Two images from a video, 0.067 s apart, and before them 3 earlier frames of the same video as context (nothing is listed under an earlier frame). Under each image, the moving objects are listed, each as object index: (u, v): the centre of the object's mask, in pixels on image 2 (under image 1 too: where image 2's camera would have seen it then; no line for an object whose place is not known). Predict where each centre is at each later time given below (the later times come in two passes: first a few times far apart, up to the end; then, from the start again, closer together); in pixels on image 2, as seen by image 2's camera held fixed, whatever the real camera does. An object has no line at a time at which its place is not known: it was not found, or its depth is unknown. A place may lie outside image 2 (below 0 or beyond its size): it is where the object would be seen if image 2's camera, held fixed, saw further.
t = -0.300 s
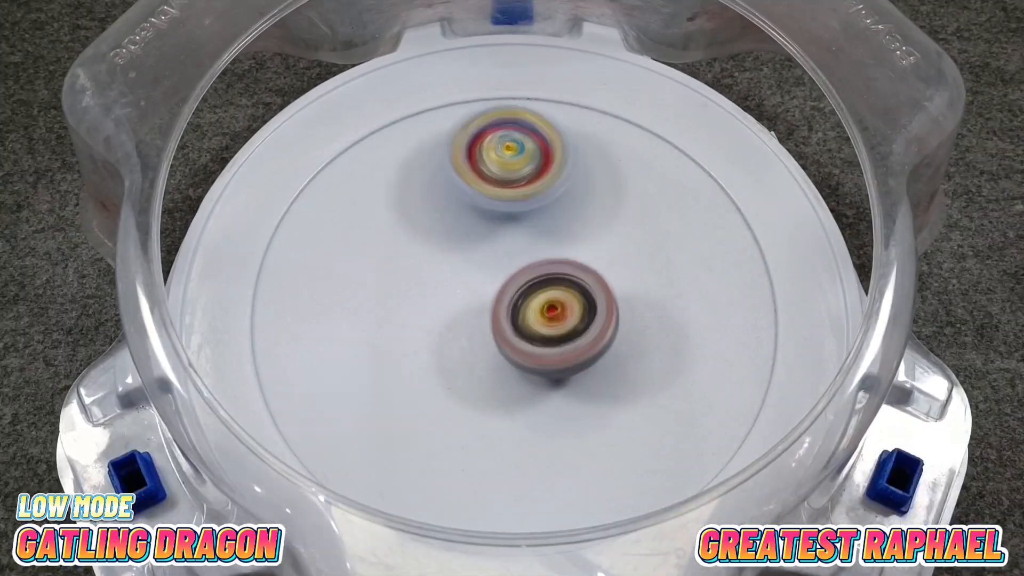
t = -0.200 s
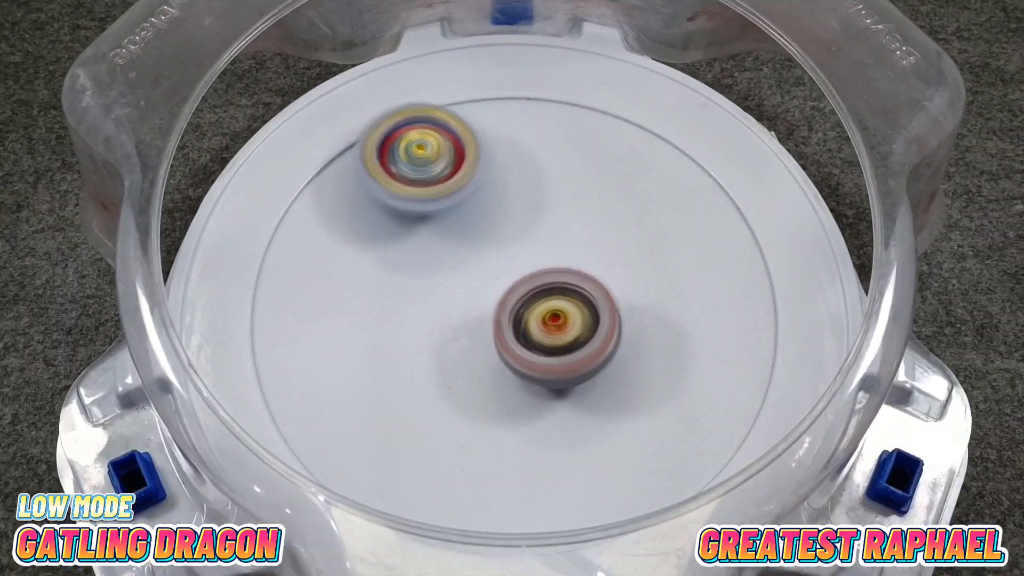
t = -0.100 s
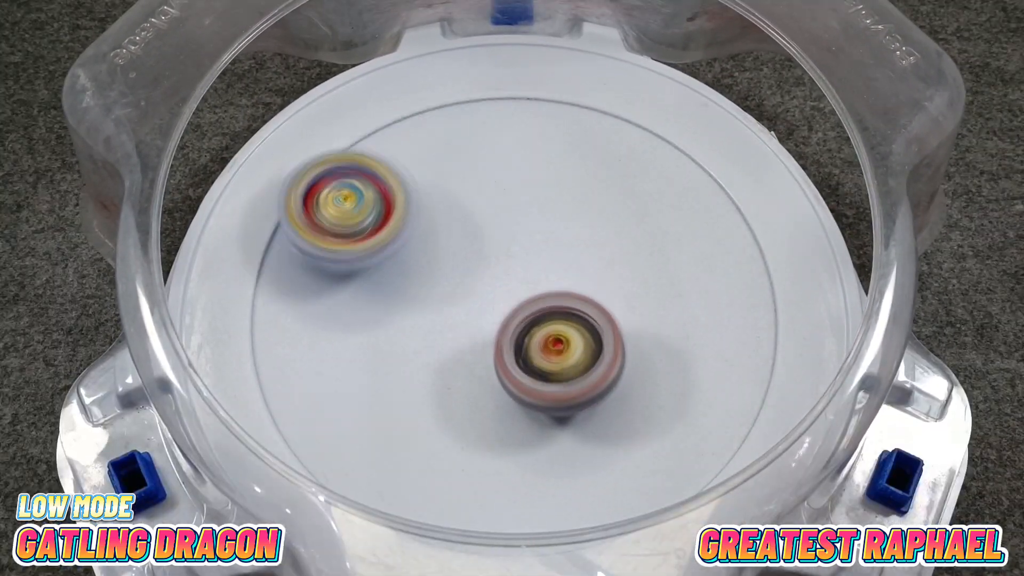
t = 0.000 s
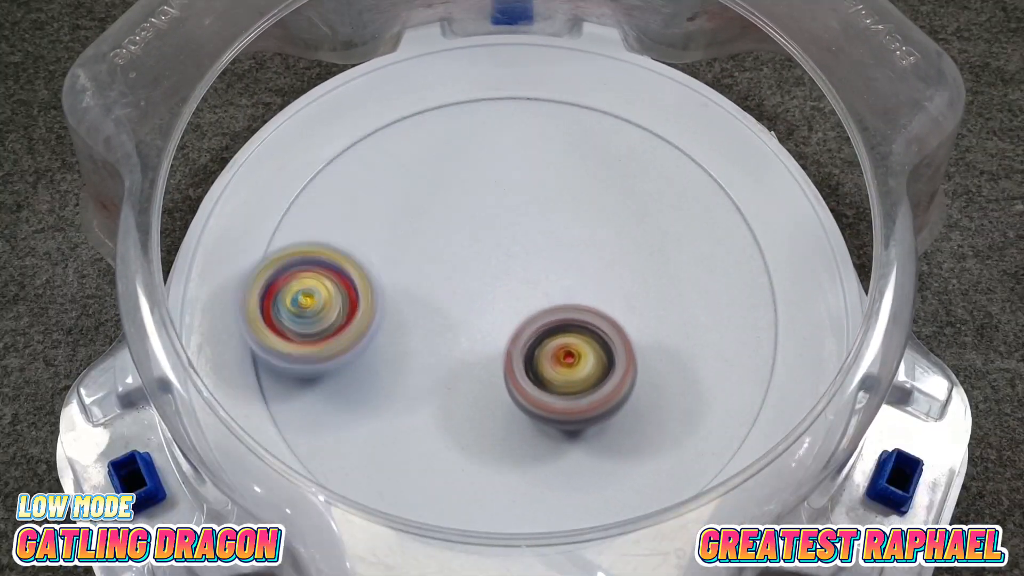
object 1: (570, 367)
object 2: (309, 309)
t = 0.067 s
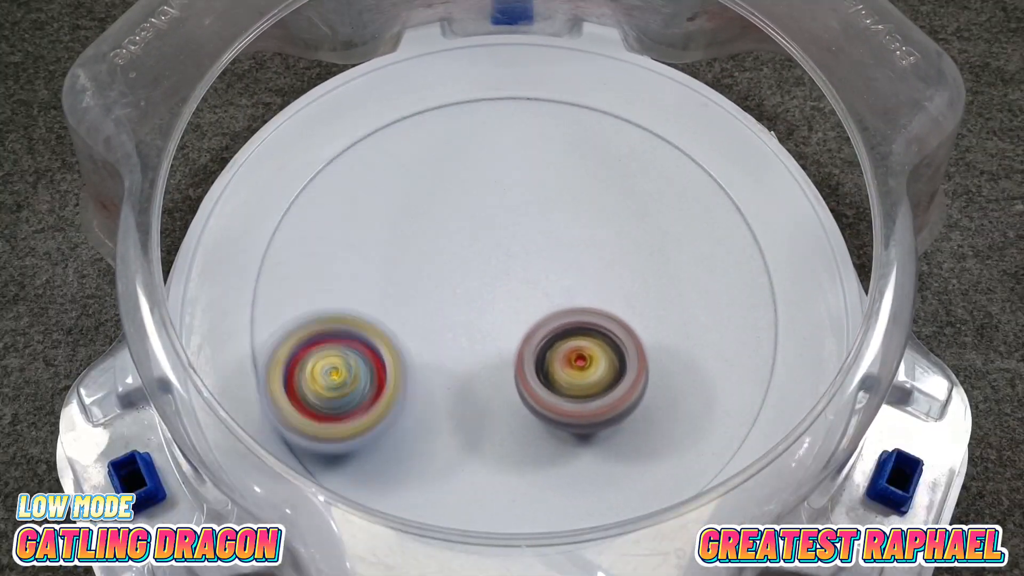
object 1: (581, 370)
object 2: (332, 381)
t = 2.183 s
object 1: (593, 144)
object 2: (370, 432)
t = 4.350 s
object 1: (330, 313)
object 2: (486, 465)
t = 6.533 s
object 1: (568, 417)
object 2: (669, 301)
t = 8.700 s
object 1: (514, 271)
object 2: (648, 230)
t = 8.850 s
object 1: (484, 283)
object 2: (568, 194)
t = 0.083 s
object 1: (583, 369)
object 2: (348, 399)
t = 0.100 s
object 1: (584, 367)
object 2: (363, 415)
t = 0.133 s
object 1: (585, 360)
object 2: (404, 436)
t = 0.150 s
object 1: (586, 356)
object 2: (426, 444)
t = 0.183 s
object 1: (587, 347)
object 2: (478, 452)
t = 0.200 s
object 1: (586, 343)
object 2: (503, 453)
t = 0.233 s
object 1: (594, 323)
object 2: (542, 458)
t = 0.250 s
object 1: (600, 306)
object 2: (558, 461)
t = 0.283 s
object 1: (607, 277)
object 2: (590, 457)
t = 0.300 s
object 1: (607, 263)
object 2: (608, 450)
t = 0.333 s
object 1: (604, 240)
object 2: (644, 437)
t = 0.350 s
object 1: (601, 228)
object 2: (658, 428)
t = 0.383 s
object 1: (592, 212)
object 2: (687, 397)
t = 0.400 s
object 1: (585, 206)
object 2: (699, 381)
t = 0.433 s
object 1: (568, 198)
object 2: (715, 344)
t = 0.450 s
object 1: (557, 195)
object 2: (719, 327)
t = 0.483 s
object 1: (531, 191)
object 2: (723, 287)
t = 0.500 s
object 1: (517, 191)
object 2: (718, 269)
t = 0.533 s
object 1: (494, 195)
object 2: (708, 235)
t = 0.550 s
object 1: (484, 199)
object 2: (699, 221)
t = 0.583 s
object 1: (467, 209)
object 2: (677, 192)
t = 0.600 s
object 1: (460, 215)
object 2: (662, 178)
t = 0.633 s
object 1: (448, 229)
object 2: (631, 155)
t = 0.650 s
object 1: (442, 236)
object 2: (614, 147)
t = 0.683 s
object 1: (431, 251)
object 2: (580, 132)
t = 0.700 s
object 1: (426, 261)
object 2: (560, 126)
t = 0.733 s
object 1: (419, 281)
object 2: (519, 123)
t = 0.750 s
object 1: (415, 291)
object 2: (497, 122)
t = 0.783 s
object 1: (412, 310)
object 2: (459, 126)
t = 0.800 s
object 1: (412, 320)
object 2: (438, 130)
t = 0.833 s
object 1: (419, 336)
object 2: (398, 145)
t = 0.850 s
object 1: (425, 344)
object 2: (380, 154)
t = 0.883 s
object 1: (444, 357)
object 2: (353, 178)
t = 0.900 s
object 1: (456, 363)
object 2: (335, 192)
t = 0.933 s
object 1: (481, 370)
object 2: (309, 226)
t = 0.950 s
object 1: (494, 371)
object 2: (300, 244)
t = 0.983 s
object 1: (522, 366)
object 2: (287, 283)
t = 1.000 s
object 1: (536, 362)
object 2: (282, 301)
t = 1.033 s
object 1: (564, 347)
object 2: (283, 344)
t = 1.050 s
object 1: (576, 338)
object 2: (288, 366)
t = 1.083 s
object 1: (595, 317)
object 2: (309, 403)
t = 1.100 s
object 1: (601, 306)
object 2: (324, 417)
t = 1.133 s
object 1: (610, 281)
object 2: (359, 444)
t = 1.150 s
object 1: (613, 268)
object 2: (378, 456)
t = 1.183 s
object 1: (611, 242)
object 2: (428, 473)
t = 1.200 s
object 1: (608, 229)
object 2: (453, 479)
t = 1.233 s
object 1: (596, 206)
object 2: (502, 483)
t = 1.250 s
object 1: (587, 196)
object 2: (526, 483)
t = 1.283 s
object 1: (566, 179)
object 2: (580, 475)
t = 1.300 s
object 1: (553, 172)
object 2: (603, 469)
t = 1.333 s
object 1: (526, 161)
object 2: (649, 451)
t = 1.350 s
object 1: (513, 158)
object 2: (673, 439)
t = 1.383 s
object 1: (486, 157)
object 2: (706, 411)
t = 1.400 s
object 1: (473, 158)
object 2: (722, 393)
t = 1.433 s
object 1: (445, 167)
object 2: (741, 354)
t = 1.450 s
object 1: (431, 174)
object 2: (747, 332)
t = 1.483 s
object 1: (406, 193)
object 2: (752, 293)
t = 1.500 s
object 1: (396, 203)
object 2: (750, 275)
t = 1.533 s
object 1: (383, 229)
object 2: (739, 236)
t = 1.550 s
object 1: (379, 244)
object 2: (733, 217)
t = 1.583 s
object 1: (378, 276)
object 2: (714, 185)
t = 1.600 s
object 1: (380, 292)
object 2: (698, 168)
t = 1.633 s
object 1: (390, 322)
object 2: (670, 141)
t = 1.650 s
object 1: (397, 337)
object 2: (654, 130)
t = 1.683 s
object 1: (420, 364)
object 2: (619, 109)
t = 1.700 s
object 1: (433, 376)
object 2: (601, 103)
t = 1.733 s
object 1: (467, 394)
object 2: (565, 92)
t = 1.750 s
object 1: (487, 400)
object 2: (546, 87)
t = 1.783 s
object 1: (527, 406)
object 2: (503, 85)
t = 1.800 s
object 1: (547, 405)
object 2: (483, 86)
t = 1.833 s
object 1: (587, 394)
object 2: (447, 93)
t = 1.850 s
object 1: (605, 387)
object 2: (426, 100)
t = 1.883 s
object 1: (638, 368)
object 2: (389, 119)
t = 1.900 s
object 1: (652, 355)
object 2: (375, 129)
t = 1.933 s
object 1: (676, 328)
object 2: (343, 157)
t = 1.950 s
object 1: (685, 313)
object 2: (331, 171)
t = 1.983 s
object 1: (692, 283)
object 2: (312, 205)
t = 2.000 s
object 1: (695, 269)
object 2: (303, 225)
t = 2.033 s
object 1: (692, 239)
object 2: (294, 266)
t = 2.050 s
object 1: (687, 223)
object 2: (291, 288)
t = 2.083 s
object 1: (673, 195)
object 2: (293, 328)
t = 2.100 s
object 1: (662, 184)
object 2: (300, 348)
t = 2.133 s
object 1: (637, 165)
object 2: (321, 388)
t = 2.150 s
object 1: (624, 157)
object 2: (335, 405)
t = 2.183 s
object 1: (593, 144)
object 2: (370, 432)
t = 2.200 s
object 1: (575, 140)
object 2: (392, 444)
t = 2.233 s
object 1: (539, 136)
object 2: (437, 462)
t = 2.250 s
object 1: (521, 137)
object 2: (459, 468)
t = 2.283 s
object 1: (490, 145)
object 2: (514, 472)
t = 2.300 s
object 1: (475, 150)
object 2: (536, 471)
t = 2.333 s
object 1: (446, 166)
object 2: (584, 465)
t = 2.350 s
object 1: (432, 178)
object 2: (612, 458)
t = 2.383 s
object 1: (408, 206)
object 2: (656, 441)
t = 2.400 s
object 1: (400, 221)
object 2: (673, 430)
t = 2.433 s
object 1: (390, 253)
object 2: (710, 401)
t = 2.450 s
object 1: (386, 269)
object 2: (725, 387)
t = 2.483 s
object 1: (386, 304)
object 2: (744, 350)
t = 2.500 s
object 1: (390, 322)
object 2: (749, 331)
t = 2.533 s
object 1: (406, 357)
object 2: (754, 296)
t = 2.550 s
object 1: (417, 373)
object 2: (758, 274)
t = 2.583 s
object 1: (444, 397)
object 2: (749, 239)
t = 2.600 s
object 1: (460, 408)
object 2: (742, 223)
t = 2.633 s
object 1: (496, 423)
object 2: (720, 191)
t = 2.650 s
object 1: (517, 427)
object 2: (710, 176)
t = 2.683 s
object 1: (560, 429)
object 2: (682, 150)
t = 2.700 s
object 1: (581, 425)
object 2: (667, 140)
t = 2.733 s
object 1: (617, 417)
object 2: (635, 121)
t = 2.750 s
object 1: (637, 409)
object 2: (616, 112)
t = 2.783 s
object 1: (669, 387)
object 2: (579, 104)
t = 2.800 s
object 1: (682, 373)
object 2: (563, 100)
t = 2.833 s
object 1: (702, 346)
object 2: (523, 100)
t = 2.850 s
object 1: (711, 330)
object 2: (503, 102)
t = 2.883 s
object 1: (721, 296)
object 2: (465, 109)
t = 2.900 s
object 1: (721, 280)
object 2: (447, 116)
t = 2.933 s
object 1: (717, 251)
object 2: (416, 135)
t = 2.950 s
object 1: (712, 237)
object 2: (399, 147)
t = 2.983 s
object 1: (694, 210)
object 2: (371, 174)
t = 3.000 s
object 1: (681, 198)
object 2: (363, 186)
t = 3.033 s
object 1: (653, 178)
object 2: (339, 221)
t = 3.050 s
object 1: (639, 168)
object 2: (331, 241)
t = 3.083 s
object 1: (604, 155)
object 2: (320, 276)
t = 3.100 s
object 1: (585, 151)
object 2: (320, 296)
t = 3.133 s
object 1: (551, 150)
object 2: (325, 334)
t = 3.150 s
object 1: (535, 150)
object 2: (328, 351)
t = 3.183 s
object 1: (497, 158)
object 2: (345, 393)
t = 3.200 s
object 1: (479, 163)
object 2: (359, 408)
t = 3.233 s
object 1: (447, 181)
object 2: (391, 436)
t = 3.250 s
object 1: (433, 189)
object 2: (413, 447)
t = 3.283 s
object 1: (406, 213)
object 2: (452, 461)
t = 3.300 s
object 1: (395, 227)
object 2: (475, 467)
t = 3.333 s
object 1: (380, 259)
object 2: (521, 472)
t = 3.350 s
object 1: (374, 275)
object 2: (544, 472)
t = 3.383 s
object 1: (366, 310)
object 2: (592, 466)
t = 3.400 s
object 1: (365, 328)
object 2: (616, 460)
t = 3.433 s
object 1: (373, 364)
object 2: (658, 443)
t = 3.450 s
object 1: (380, 378)
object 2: (674, 432)
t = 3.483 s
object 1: (398, 408)
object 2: (705, 409)
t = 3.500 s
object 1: (411, 421)
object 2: (718, 393)
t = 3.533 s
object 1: (447, 442)
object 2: (736, 365)
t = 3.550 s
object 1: (465, 449)
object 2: (744, 342)
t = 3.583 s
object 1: (502, 459)
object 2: (747, 310)
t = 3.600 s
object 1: (524, 461)
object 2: (747, 290)
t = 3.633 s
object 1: (566, 455)
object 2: (736, 257)
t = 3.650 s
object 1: (585, 450)
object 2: (729, 243)
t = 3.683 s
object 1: (622, 434)
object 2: (708, 212)
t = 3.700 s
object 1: (640, 423)
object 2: (697, 200)
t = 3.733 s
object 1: (668, 396)
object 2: (668, 175)
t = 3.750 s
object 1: (680, 382)
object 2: (653, 165)
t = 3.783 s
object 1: (699, 350)
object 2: (619, 148)
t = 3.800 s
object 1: (703, 334)
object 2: (602, 142)
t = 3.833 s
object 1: (706, 302)
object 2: (567, 133)
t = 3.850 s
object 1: (704, 284)
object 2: (548, 132)
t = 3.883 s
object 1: (691, 252)
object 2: (511, 131)
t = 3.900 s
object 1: (683, 238)
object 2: (491, 134)
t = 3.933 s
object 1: (663, 209)
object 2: (458, 142)
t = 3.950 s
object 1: (649, 197)
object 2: (438, 151)
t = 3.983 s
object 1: (621, 178)
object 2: (411, 170)
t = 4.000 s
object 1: (606, 169)
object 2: (395, 179)
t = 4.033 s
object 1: (571, 158)
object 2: (368, 206)
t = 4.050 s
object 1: (553, 155)
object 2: (359, 217)
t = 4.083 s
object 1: (518, 152)
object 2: (336, 250)
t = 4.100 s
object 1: (497, 152)
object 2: (330, 267)
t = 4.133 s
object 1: (460, 158)
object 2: (321, 302)
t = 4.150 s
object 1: (445, 161)
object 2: (322, 322)
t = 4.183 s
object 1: (412, 175)
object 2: (330, 355)
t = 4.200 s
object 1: (397, 184)
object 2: (336, 374)
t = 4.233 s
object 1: (374, 206)
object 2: (354, 405)
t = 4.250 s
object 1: (363, 218)
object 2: (369, 421)
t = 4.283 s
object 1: (345, 249)
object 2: (403, 442)
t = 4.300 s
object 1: (340, 265)
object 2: (422, 452)
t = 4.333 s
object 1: (330, 296)
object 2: (465, 460)
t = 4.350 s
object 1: (330, 313)
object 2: (486, 465)
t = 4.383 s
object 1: (338, 347)
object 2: (530, 462)
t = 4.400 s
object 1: (343, 361)
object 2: (550, 459)
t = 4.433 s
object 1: (362, 392)
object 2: (594, 452)
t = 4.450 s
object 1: (377, 406)
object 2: (615, 445)
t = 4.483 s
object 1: (409, 426)
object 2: (649, 423)
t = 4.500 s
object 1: (426, 437)
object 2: (666, 411)
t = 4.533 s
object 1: (469, 448)
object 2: (684, 380)
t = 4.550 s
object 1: (490, 449)
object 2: (694, 366)
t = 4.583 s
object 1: (530, 447)
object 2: (703, 333)
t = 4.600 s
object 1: (552, 442)
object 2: (704, 318)
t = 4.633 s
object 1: (589, 425)
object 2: (702, 282)
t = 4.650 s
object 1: (609, 416)
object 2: (698, 268)
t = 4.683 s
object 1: (640, 389)
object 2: (684, 237)
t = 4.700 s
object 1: (651, 377)
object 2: (676, 223)
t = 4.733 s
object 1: (673, 348)
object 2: (652, 199)
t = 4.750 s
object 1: (679, 331)
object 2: (640, 188)
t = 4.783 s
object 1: (683, 301)
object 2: (612, 168)
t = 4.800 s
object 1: (683, 283)
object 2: (596, 161)
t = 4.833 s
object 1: (674, 252)
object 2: (563, 148)
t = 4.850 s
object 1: (670, 237)
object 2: (546, 144)
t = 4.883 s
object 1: (652, 206)
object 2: (511, 141)
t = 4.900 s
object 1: (642, 194)
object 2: (493, 143)
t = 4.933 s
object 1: (619, 170)
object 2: (461, 149)
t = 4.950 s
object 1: (605, 160)
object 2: (446, 155)
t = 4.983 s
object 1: (579, 146)
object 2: (417, 168)
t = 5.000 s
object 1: (562, 140)
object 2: (403, 177)
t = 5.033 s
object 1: (529, 135)
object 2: (376, 198)
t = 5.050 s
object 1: (514, 133)
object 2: (364, 210)
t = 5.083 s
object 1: (478, 134)
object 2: (344, 238)
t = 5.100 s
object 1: (462, 137)
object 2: (338, 254)
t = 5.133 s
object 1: (431, 145)
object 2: (334, 287)
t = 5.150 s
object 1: (416, 152)
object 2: (336, 303)
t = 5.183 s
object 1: (393, 170)
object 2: (343, 335)
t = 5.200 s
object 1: (381, 181)
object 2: (350, 351)
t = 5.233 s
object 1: (364, 210)
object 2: (368, 381)
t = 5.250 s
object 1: (357, 223)
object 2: (382, 394)
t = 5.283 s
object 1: (347, 255)
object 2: (414, 416)
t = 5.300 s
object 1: (346, 274)
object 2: (434, 424)
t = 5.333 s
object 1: (346, 306)
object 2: (472, 432)
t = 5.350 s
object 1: (350, 322)
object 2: (492, 435)
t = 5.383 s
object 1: (366, 352)
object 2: (530, 431)
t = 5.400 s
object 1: (377, 367)
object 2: (550, 430)
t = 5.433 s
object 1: (406, 392)
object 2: (588, 416)
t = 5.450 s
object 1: (421, 401)
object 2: (607, 410)
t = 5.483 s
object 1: (455, 419)
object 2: (637, 387)
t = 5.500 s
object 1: (476, 425)
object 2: (649, 375)
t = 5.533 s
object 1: (512, 430)
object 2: (662, 347)
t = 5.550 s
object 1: (533, 429)
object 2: (671, 333)
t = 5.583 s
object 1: (570, 420)
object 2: (675, 308)
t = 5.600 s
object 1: (588, 414)
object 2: (677, 291)
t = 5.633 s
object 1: (621, 394)
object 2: (675, 264)
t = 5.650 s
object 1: (632, 383)
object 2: (670, 248)
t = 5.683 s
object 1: (659, 358)
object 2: (661, 219)
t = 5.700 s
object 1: (667, 346)
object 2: (650, 207)
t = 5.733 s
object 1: (684, 317)
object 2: (629, 186)
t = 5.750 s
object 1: (688, 301)
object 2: (617, 177)
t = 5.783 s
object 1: (691, 274)
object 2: (590, 163)
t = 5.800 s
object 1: (689, 258)
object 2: (576, 159)
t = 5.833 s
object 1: (680, 235)
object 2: (546, 152)
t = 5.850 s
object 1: (673, 220)
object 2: (529, 151)
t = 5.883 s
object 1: (654, 199)
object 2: (497, 151)
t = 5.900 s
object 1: (644, 187)
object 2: (482, 156)
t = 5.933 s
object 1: (618, 169)
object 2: (454, 166)
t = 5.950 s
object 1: (606, 161)
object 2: (443, 175)
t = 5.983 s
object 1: (576, 151)
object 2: (419, 193)
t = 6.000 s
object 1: (563, 149)
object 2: (413, 203)
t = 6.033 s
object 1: (534, 147)
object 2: (393, 231)
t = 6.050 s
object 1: (519, 150)
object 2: (387, 242)
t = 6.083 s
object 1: (490, 158)
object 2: (376, 276)
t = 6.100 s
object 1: (475, 163)
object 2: (374, 289)
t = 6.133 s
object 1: (449, 178)
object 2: (381, 321)
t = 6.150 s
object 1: (436, 187)
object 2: (385, 332)
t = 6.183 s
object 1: (415, 209)
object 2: (405, 357)
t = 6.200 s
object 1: (405, 222)
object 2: (415, 368)
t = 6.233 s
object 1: (394, 248)
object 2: (441, 386)
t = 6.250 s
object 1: (389, 261)
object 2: (455, 393)
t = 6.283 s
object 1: (388, 292)
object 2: (489, 405)
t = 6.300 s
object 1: (390, 306)
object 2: (508, 409)
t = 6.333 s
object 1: (398, 337)
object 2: (543, 410)
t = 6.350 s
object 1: (406, 352)
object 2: (561, 409)
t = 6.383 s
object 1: (423, 378)
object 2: (591, 398)
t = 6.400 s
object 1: (437, 391)
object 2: (605, 391)
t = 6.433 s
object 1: (463, 408)
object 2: (625, 377)
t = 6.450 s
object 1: (480, 415)
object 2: (635, 366)
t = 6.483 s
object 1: (513, 420)
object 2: (656, 343)
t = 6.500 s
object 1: (532, 421)
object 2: (661, 331)
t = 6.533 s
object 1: (568, 417)
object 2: (669, 301)
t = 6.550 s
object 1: (586, 414)
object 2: (671, 288)
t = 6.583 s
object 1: (619, 401)
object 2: (664, 262)
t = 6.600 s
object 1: (633, 394)
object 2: (660, 251)
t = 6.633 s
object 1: (658, 373)
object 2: (648, 230)
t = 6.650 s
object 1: (667, 362)
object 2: (641, 224)
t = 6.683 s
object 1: (680, 337)
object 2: (621, 209)
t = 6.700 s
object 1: (681, 325)
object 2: (609, 201)
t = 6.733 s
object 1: (682, 298)
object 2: (586, 191)
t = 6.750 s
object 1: (678, 285)
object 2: (568, 186)
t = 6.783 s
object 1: (670, 259)
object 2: (539, 182)
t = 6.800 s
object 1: (663, 246)
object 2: (524, 183)
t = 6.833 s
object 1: (647, 223)
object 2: (497, 189)
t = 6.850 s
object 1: (637, 213)
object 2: (486, 194)
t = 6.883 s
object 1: (614, 196)
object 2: (467, 204)
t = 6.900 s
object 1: (602, 190)
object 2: (459, 211)
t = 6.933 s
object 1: (575, 182)
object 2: (440, 228)
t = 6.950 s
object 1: (561, 180)
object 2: (433, 236)
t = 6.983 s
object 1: (533, 179)
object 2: (418, 263)
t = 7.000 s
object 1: (517, 179)
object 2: (410, 276)
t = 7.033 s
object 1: (488, 184)
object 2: (406, 303)
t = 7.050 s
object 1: (473, 188)
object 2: (404, 317)
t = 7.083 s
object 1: (448, 199)
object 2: (411, 337)
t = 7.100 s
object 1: (435, 206)
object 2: (417, 348)
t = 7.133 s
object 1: (414, 223)
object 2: (429, 362)
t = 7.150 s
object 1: (405, 234)
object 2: (437, 372)
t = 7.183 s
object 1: (392, 256)
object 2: (457, 384)
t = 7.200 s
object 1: (387, 268)
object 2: (470, 389)
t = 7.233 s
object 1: (382, 294)
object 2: (504, 399)
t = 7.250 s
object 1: (381, 309)
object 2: (517, 401)
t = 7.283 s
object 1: (385, 335)
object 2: (548, 400)
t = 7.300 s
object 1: (389, 349)
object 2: (560, 398)
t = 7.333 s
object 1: (404, 372)
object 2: (580, 390)
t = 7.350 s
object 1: (413, 384)
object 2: (590, 386)
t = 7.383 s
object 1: (438, 401)
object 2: (606, 371)
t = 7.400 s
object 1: (450, 408)
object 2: (616, 360)
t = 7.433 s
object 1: (482, 415)
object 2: (631, 338)
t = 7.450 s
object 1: (497, 417)
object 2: (635, 326)
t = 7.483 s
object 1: (532, 414)
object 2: (637, 298)
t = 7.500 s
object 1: (548, 412)
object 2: (636, 287)
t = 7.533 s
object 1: (580, 400)
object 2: (629, 265)
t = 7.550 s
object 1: (595, 394)
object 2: (624, 257)
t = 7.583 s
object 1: (618, 374)
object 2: (611, 243)
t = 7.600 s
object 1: (628, 366)
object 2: (604, 234)
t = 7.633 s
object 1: (638, 340)
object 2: (586, 223)
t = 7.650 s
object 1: (642, 329)
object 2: (576, 218)
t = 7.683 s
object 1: (641, 303)
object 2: (548, 209)
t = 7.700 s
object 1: (640, 290)
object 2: (536, 208)
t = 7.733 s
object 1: (633, 266)
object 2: (507, 205)
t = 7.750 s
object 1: (629, 252)
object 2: (498, 207)
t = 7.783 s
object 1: (616, 231)
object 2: (475, 215)
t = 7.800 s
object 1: (607, 221)
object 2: (464, 217)
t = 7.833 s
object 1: (587, 207)
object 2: (450, 225)
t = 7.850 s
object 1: (575, 201)
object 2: (442, 232)
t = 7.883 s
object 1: (553, 192)
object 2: (428, 247)
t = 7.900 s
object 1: (540, 190)
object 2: (422, 259)
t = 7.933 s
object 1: (516, 188)
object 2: (410, 280)
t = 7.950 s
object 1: (501, 190)
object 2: (408, 290)
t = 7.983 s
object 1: (477, 195)
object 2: (407, 312)
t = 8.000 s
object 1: (464, 199)
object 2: (408, 323)
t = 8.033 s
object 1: (444, 211)
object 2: (416, 337)
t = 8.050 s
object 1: (433, 219)
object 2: (421, 347)
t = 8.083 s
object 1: (419, 232)
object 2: (433, 361)
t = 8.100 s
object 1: (414, 240)
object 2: (441, 371)
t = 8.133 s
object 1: (408, 253)
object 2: (463, 387)
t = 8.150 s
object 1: (409, 262)
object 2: (471, 391)
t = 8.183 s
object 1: (410, 279)
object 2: (501, 399)
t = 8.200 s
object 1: (415, 288)
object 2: (515, 402)
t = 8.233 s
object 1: (423, 306)
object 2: (544, 403)
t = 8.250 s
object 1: (430, 313)
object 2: (558, 401)
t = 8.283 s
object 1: (445, 329)
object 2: (577, 396)
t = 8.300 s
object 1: (455, 334)
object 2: (582, 390)
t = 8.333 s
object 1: (471, 338)
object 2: (606, 383)
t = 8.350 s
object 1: (472, 335)
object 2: (619, 379)
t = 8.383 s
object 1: (478, 326)
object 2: (640, 368)
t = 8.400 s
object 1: (479, 322)
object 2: (650, 360)
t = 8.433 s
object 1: (483, 312)
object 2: (661, 347)
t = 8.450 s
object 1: (485, 308)
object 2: (664, 340)
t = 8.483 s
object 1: (491, 296)
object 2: (670, 326)
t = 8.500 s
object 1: (497, 292)
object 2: (674, 320)
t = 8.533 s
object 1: (505, 283)
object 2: (676, 305)
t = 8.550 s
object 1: (510, 278)
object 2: (677, 296)
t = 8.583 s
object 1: (515, 272)
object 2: (676, 278)
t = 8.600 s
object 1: (516, 268)
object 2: (674, 272)
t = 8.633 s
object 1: (519, 265)
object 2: (667, 255)
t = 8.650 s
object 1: (517, 265)
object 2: (665, 247)
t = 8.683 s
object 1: (516, 268)
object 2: (654, 236)
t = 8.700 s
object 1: (514, 271)
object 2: (648, 230)
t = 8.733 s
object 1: (509, 274)
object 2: (632, 220)
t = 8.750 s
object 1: (509, 277)
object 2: (623, 216)
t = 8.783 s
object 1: (501, 280)
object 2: (606, 207)
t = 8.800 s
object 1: (497, 279)
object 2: (596, 201)
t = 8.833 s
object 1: (490, 283)
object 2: (578, 196)
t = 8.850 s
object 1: (484, 283)
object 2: (568, 194)
